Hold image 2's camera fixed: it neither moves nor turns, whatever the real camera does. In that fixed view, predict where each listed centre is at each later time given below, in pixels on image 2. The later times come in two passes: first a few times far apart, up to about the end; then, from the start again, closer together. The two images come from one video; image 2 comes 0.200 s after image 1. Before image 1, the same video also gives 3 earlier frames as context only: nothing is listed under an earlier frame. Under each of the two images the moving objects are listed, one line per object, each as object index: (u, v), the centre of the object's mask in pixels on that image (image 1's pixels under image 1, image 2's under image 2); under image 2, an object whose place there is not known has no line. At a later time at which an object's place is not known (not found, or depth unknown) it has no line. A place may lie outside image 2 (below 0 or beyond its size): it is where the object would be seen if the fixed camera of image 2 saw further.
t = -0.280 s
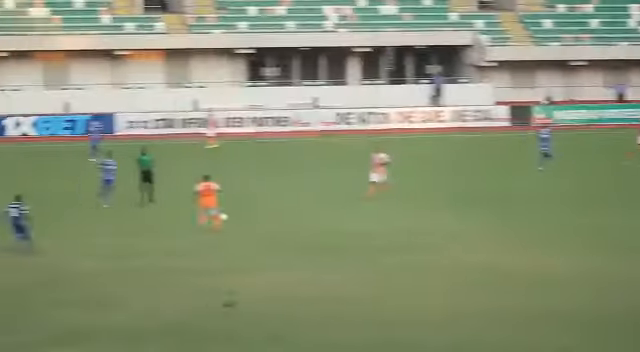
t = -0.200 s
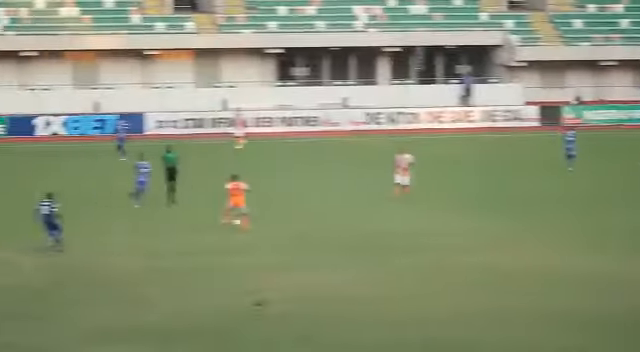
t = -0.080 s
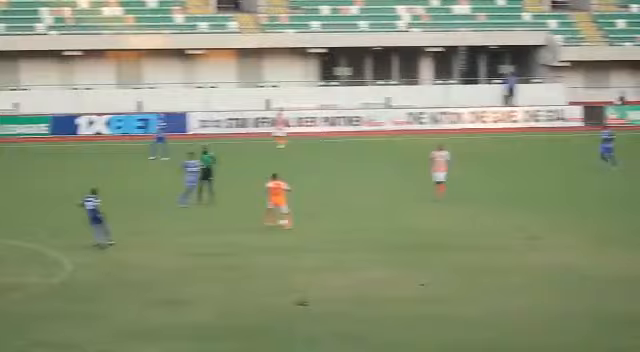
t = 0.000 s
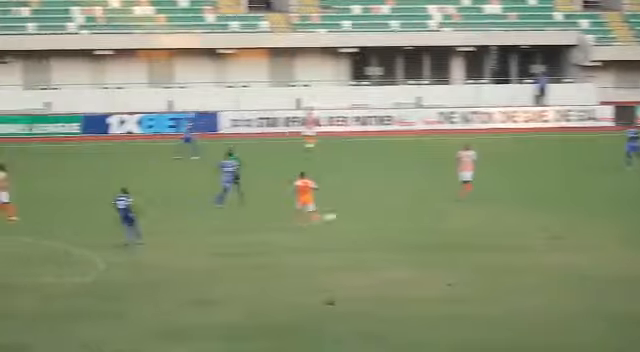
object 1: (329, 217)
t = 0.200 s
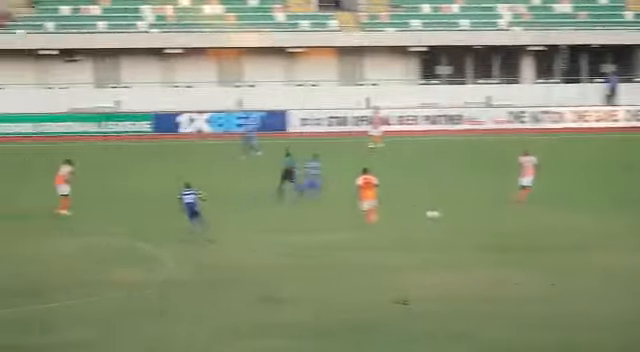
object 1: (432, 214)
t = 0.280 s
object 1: (441, 211)
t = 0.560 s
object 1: (467, 207)
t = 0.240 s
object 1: (437, 214)
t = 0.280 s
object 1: (441, 211)
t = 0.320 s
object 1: (444, 210)
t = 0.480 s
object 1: (459, 209)
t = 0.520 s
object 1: (463, 208)
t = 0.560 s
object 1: (467, 207)
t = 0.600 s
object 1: (471, 208)
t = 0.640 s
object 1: (474, 207)
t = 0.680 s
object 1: (478, 206)
